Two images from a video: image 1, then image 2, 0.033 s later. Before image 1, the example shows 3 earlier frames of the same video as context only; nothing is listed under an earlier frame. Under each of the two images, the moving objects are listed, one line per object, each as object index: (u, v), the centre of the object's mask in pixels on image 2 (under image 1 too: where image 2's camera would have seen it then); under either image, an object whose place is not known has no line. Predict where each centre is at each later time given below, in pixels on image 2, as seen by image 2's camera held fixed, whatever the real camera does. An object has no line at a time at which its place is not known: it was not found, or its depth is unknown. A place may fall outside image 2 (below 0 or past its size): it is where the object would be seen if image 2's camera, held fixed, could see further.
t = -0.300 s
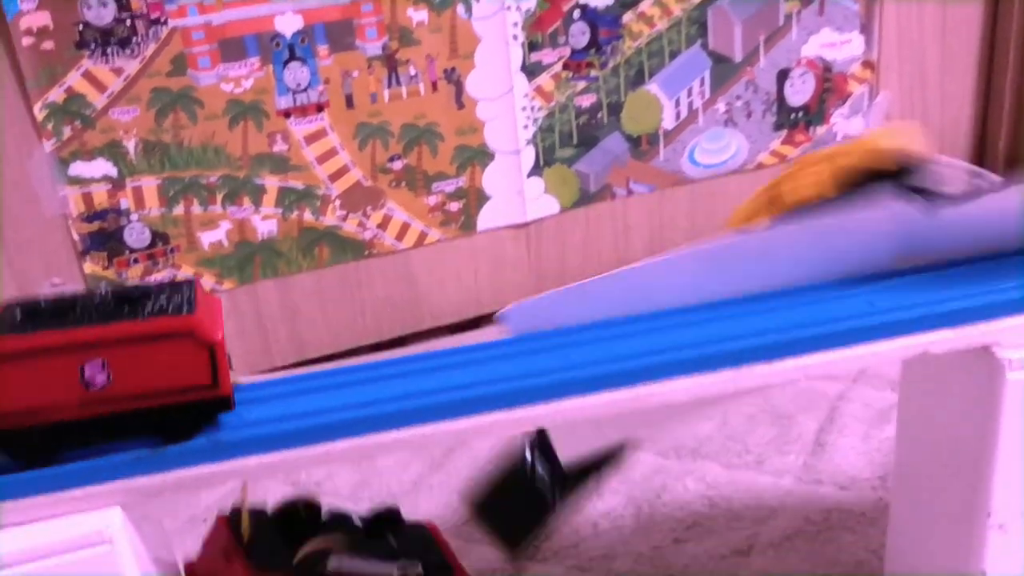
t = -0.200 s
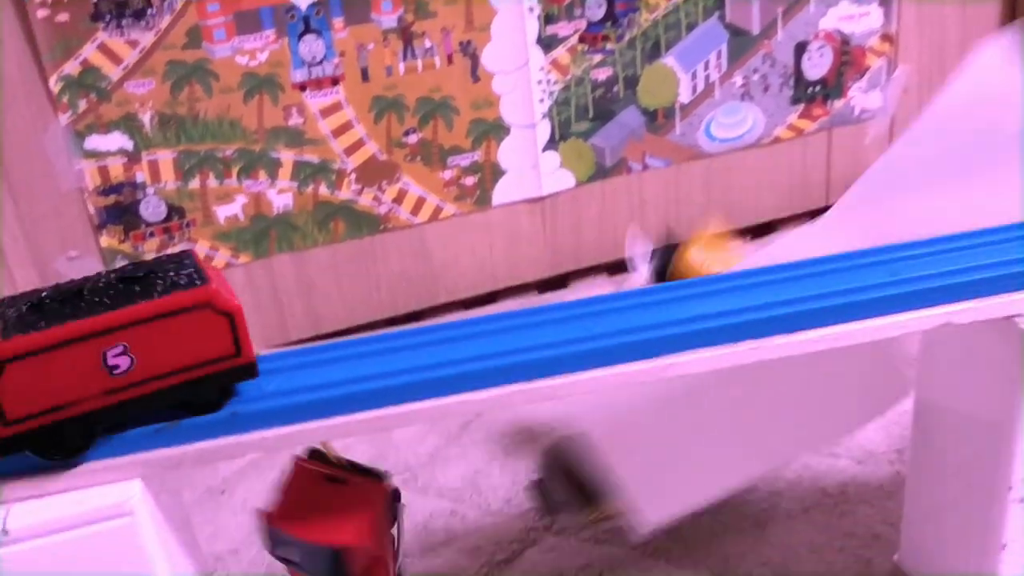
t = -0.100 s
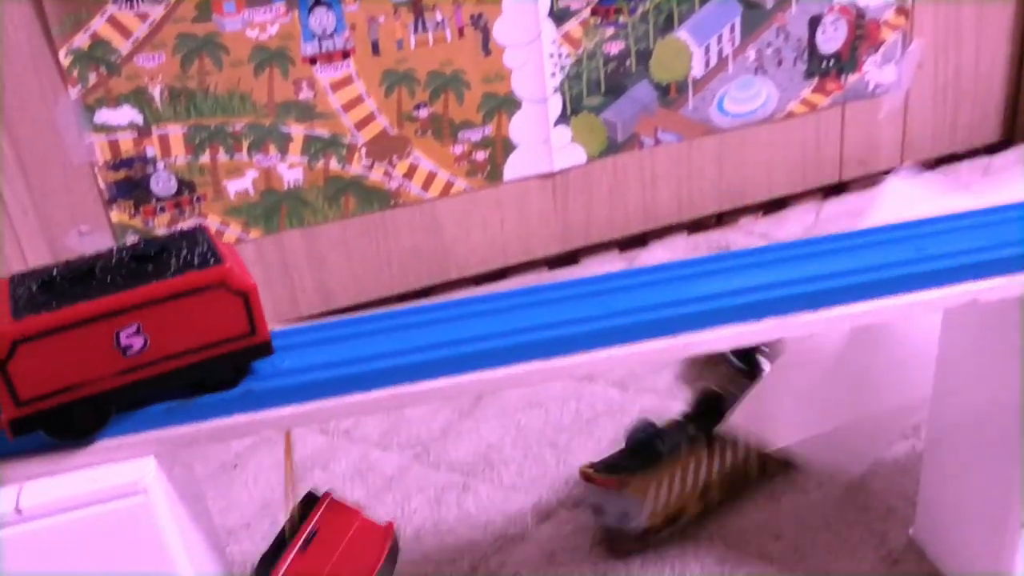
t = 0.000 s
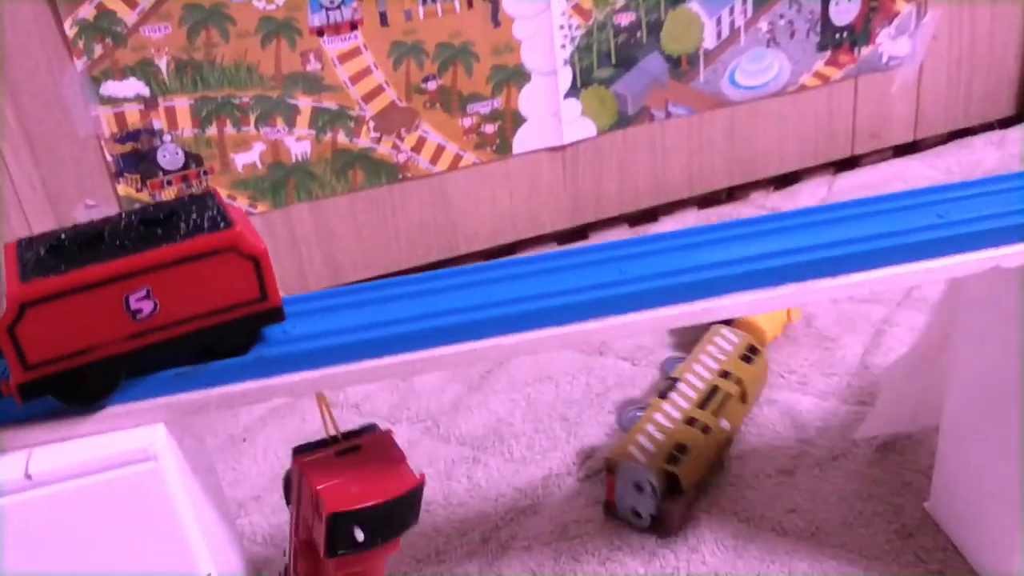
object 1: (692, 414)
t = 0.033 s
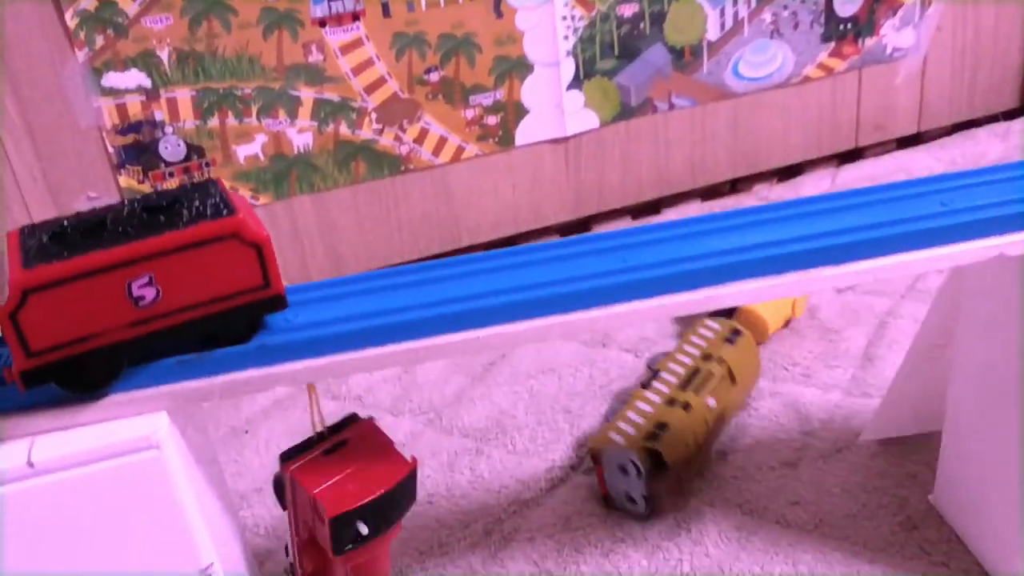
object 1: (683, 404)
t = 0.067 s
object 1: (667, 413)
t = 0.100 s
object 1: (664, 413)
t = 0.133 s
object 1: (667, 414)
